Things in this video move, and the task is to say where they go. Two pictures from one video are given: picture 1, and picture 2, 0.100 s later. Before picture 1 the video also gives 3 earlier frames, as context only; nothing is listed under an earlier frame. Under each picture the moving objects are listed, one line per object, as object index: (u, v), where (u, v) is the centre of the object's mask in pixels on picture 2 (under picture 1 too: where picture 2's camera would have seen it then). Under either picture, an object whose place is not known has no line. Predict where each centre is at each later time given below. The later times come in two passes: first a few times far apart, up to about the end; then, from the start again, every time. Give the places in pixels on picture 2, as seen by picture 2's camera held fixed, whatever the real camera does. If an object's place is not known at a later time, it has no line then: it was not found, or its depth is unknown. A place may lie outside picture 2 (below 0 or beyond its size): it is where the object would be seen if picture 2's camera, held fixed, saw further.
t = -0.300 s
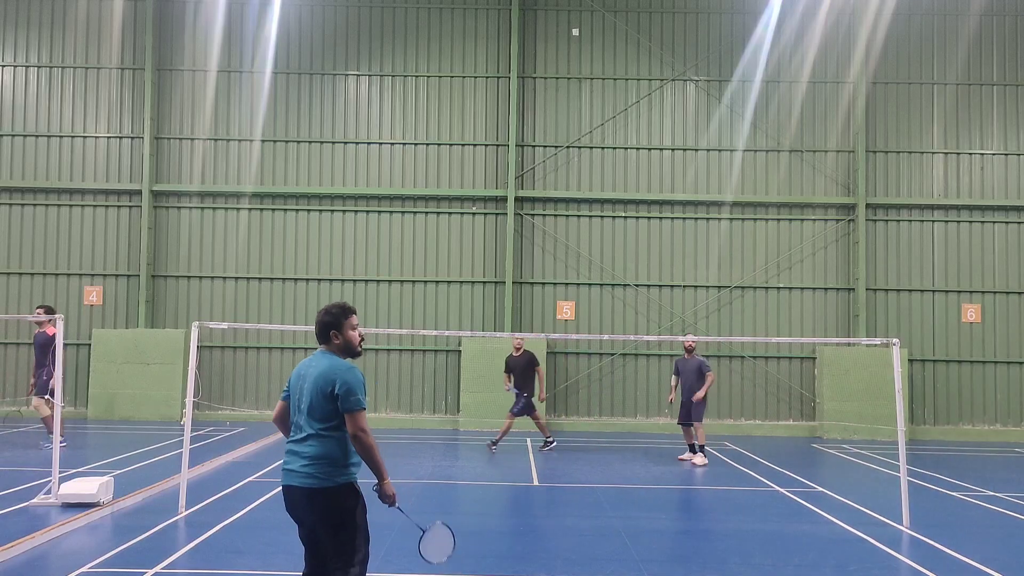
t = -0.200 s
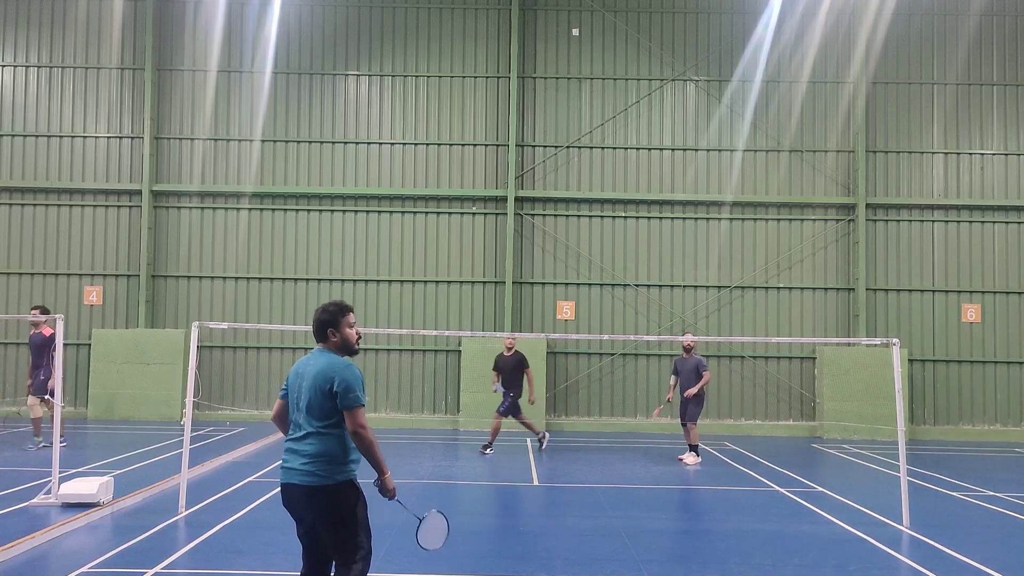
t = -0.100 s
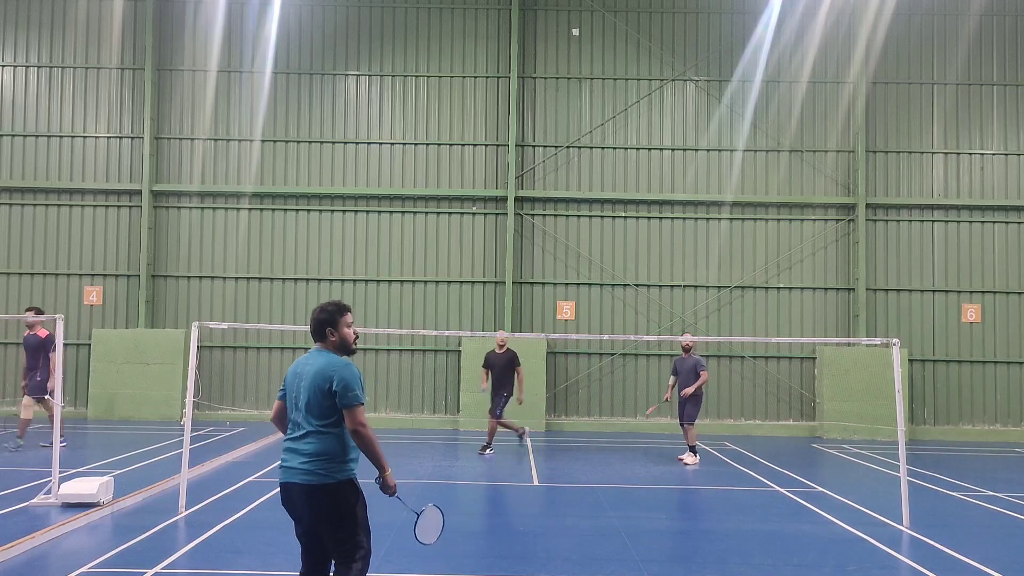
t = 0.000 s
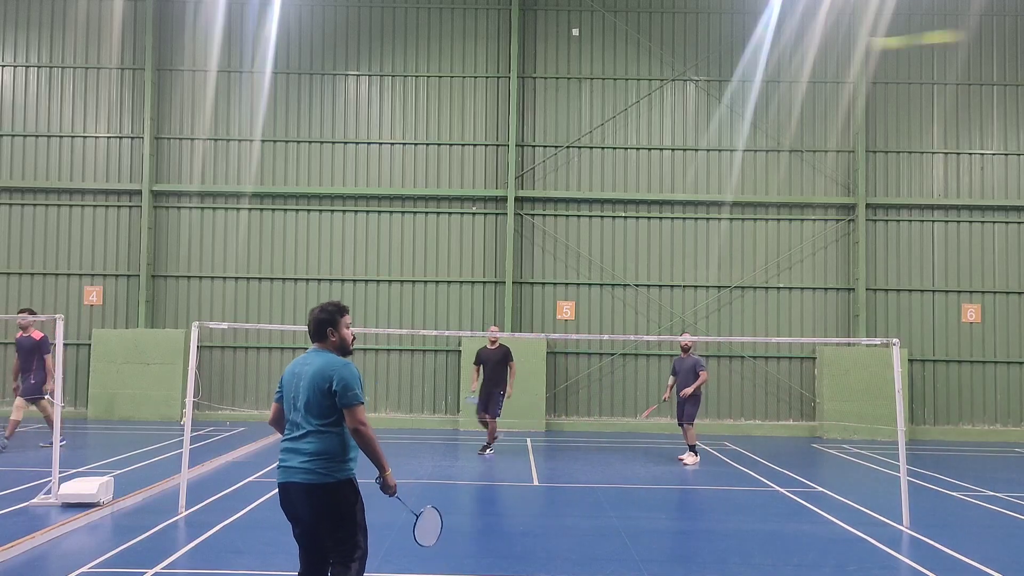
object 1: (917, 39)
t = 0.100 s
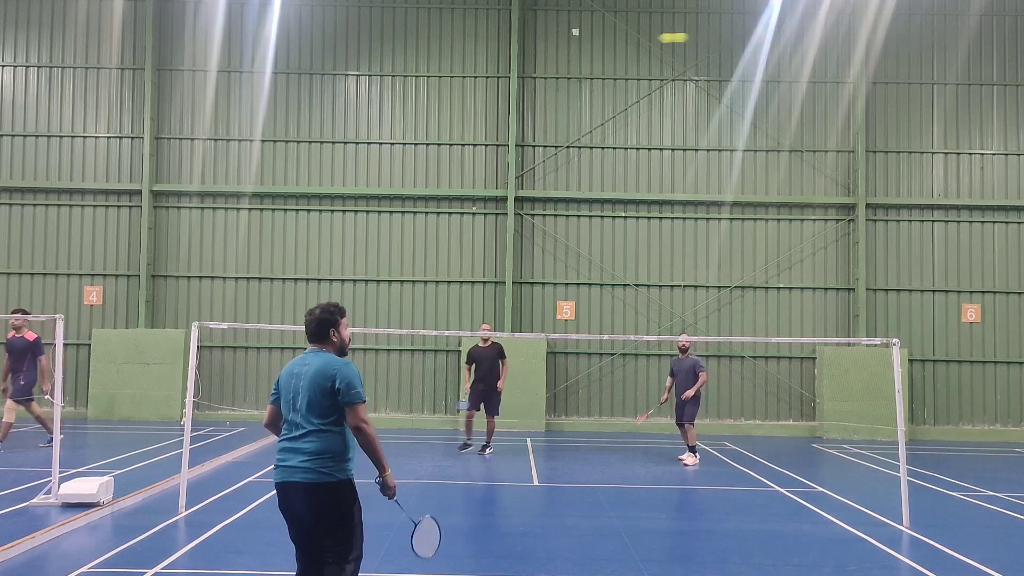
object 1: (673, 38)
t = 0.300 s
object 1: (545, 58)
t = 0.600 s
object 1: (482, 115)
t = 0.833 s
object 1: (458, 179)
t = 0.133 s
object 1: (638, 39)
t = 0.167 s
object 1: (611, 42)
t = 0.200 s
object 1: (590, 45)
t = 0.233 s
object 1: (573, 48)
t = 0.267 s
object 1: (558, 53)
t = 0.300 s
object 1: (545, 58)
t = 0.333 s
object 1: (535, 63)
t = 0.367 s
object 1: (525, 68)
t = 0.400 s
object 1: (517, 74)
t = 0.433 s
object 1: (510, 80)
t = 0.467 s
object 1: (503, 87)
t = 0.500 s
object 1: (497, 93)
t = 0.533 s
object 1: (491, 101)
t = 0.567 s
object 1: (486, 108)
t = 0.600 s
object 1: (482, 115)
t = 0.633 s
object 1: (478, 124)
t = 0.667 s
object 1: (474, 133)
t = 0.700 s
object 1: (470, 141)
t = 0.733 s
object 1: (467, 150)
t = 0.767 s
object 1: (464, 160)
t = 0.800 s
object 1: (461, 170)
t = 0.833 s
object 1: (458, 179)
